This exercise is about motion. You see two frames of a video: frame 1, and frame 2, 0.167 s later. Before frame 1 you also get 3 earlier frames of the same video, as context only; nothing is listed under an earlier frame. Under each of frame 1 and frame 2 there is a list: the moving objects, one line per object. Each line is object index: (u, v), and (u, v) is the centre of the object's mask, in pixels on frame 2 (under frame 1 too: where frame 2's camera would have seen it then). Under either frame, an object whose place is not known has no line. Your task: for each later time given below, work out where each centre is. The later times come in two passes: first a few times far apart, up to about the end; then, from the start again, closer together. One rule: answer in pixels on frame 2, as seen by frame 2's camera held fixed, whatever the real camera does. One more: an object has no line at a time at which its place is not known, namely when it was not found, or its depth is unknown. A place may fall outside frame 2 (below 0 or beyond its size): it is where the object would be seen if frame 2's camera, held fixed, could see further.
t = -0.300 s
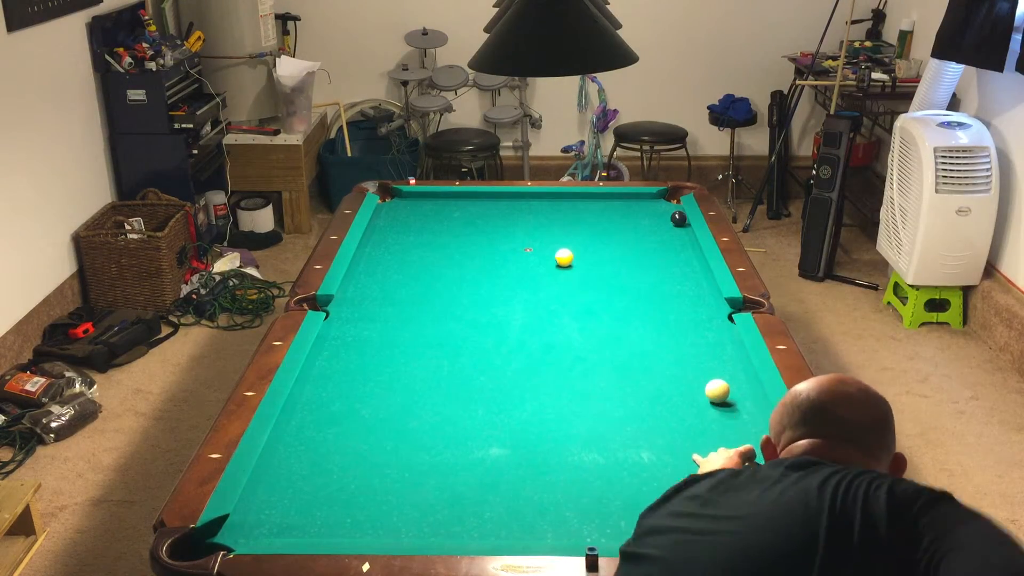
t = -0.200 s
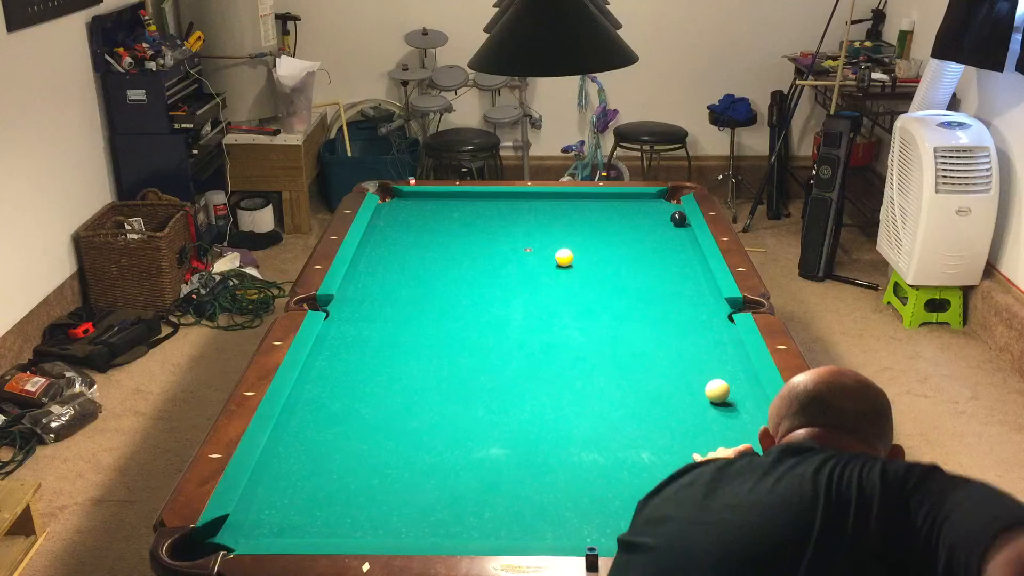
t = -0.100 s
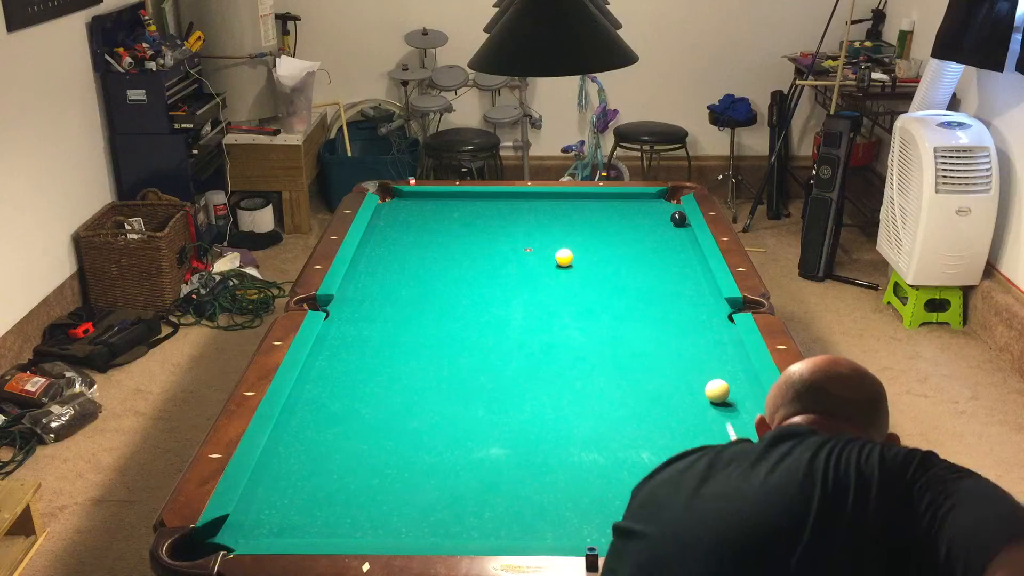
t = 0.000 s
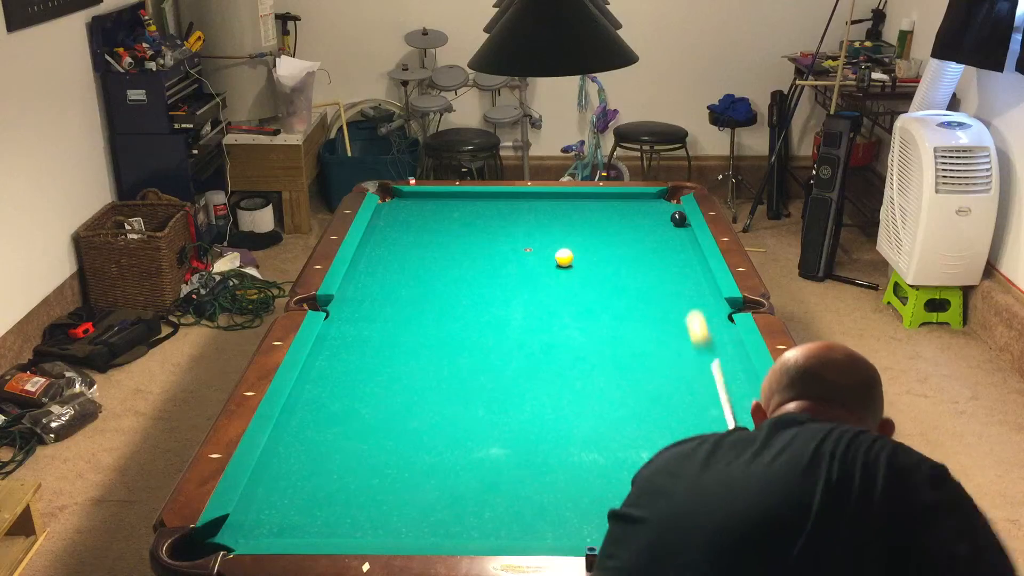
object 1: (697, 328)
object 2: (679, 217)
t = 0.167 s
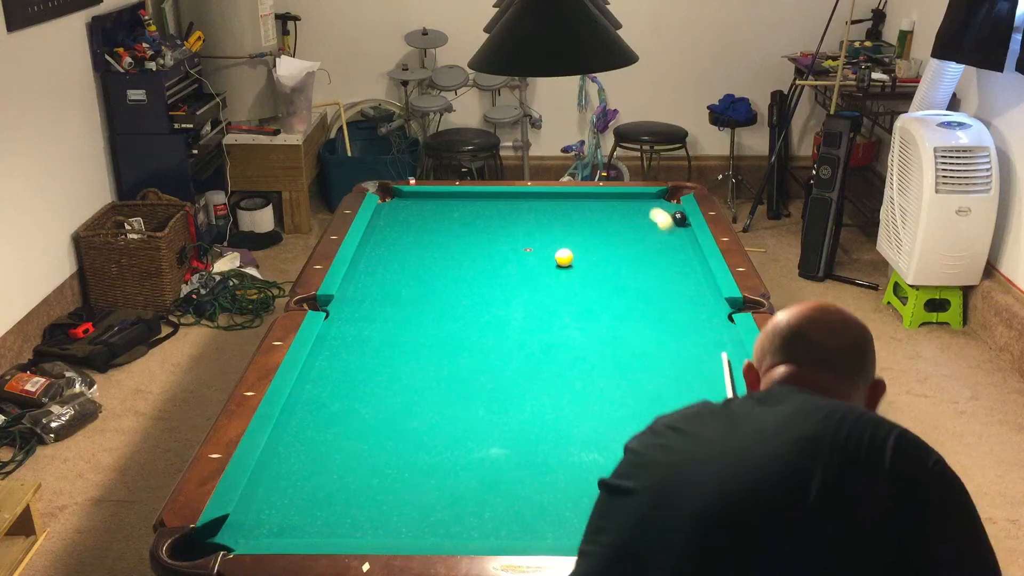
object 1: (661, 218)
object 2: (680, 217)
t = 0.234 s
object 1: (625, 196)
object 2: (663, 216)
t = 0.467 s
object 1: (579, 244)
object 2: (632, 211)
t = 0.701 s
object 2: (617, 207)
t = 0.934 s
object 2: (603, 202)
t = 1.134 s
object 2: (592, 198)
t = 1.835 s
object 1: (441, 328)
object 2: (564, 199)
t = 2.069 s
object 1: (417, 344)
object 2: (558, 200)
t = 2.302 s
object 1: (392, 360)
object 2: (553, 201)
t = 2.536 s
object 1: (367, 376)
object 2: (547, 202)
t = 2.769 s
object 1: (343, 392)
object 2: (543, 204)
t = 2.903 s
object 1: (324, 396)
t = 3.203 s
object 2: (540, 204)
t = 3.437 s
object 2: (539, 204)
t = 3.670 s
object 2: (539, 204)
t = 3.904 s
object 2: (539, 204)
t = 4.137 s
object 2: (539, 205)
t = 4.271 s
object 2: (539, 205)
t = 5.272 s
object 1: (321, 481)
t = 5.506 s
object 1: (323, 482)
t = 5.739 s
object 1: (322, 482)
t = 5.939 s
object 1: (322, 482)
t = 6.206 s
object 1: (321, 482)
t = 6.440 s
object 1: (321, 482)
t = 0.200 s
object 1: (642, 206)
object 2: (674, 216)
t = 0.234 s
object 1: (625, 196)
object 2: (663, 216)
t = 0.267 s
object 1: (622, 201)
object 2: (652, 215)
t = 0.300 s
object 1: (623, 209)
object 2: (643, 214)
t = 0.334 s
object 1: (617, 216)
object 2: (639, 213)
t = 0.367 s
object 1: (607, 223)
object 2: (638, 213)
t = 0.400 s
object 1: (597, 230)
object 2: (636, 212)
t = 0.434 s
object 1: (588, 237)
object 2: (634, 212)
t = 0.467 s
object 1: (579, 244)
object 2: (632, 211)
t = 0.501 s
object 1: (572, 249)
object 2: (630, 210)
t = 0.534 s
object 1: (569, 252)
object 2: (627, 210)
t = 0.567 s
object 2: (625, 209)
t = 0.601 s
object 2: (623, 208)
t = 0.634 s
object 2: (621, 208)
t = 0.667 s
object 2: (619, 207)
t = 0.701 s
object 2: (617, 207)
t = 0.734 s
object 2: (615, 206)
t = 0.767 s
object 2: (613, 206)
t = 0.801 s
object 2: (611, 205)
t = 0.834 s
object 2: (609, 205)
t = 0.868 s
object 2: (607, 204)
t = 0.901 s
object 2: (605, 203)
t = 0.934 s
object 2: (603, 202)
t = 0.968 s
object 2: (601, 199)
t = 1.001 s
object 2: (600, 198)
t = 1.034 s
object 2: (598, 198)
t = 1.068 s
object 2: (596, 199)
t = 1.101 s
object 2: (595, 199)
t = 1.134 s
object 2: (592, 198)
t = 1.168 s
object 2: (590, 198)
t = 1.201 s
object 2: (587, 198)
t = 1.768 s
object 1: (444, 320)
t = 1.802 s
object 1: (443, 325)
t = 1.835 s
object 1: (441, 328)
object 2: (564, 199)
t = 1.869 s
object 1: (439, 331)
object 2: (564, 199)
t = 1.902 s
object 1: (435, 333)
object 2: (563, 199)
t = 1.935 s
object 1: (432, 336)
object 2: (562, 199)
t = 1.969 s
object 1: (428, 338)
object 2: (561, 200)
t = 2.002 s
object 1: (424, 340)
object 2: (560, 200)
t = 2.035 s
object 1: (421, 342)
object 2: (559, 200)
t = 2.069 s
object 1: (417, 344)
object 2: (558, 200)
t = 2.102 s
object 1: (414, 347)
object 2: (557, 200)
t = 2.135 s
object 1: (410, 349)
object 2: (557, 201)
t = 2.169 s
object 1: (407, 351)
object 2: (556, 201)
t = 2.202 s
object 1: (403, 353)
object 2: (555, 201)
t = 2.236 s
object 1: (400, 356)
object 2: (554, 201)
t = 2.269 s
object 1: (396, 358)
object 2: (553, 201)
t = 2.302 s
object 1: (392, 360)
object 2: (553, 201)
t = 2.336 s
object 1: (389, 363)
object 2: (552, 202)
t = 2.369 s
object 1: (385, 365)
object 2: (551, 202)
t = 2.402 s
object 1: (382, 367)
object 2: (550, 202)
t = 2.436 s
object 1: (378, 369)
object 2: (549, 202)
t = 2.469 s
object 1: (375, 372)
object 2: (549, 202)
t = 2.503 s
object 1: (371, 374)
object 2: (548, 202)
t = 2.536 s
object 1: (367, 376)
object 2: (547, 202)
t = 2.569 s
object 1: (364, 379)
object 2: (547, 203)
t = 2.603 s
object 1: (361, 381)
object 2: (546, 203)
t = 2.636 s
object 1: (357, 383)
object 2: (546, 203)
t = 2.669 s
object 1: (353, 385)
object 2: (545, 203)
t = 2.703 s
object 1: (350, 388)
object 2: (545, 203)
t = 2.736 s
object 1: (346, 390)
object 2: (544, 203)
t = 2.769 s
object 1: (343, 392)
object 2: (543, 204)
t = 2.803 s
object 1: (339, 394)
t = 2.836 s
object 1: (336, 397)
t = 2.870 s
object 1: (332, 399)
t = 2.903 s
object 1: (324, 396)
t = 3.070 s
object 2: (541, 204)
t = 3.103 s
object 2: (540, 204)
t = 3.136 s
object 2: (540, 204)
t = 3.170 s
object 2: (540, 204)
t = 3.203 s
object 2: (540, 204)
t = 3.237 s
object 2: (540, 204)
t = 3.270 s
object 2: (540, 204)
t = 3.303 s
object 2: (539, 204)
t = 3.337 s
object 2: (539, 204)
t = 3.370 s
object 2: (539, 204)
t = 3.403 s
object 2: (539, 204)
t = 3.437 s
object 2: (539, 204)
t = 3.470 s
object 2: (539, 204)
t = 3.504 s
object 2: (539, 204)
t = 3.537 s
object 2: (539, 204)
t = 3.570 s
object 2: (539, 204)
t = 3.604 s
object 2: (539, 204)
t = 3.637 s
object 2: (539, 204)
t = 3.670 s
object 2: (539, 204)
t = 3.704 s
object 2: (539, 204)
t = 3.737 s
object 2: (539, 205)
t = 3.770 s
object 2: (539, 205)
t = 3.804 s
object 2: (539, 204)
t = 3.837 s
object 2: (539, 204)
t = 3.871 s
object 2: (539, 204)
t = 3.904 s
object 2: (539, 204)
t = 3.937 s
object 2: (539, 205)
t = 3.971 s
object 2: (539, 205)
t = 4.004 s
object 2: (539, 205)
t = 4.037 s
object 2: (539, 205)
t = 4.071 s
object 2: (539, 205)
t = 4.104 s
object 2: (539, 205)
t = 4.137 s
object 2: (539, 205)
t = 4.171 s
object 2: (539, 205)
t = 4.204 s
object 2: (539, 205)
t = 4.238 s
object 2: (539, 205)
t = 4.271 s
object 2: (539, 205)
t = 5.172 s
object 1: (321, 479)
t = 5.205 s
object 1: (319, 481)
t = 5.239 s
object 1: (320, 481)
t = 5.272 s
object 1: (321, 481)
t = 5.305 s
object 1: (321, 481)
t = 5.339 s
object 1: (321, 481)
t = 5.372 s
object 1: (322, 481)
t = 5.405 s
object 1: (322, 481)
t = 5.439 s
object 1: (322, 481)
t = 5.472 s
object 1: (323, 482)
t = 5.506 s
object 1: (323, 482)
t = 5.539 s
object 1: (323, 482)
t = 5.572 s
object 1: (323, 482)
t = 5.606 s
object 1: (323, 482)
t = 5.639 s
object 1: (323, 482)
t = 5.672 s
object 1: (323, 482)
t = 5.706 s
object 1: (322, 482)
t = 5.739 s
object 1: (322, 482)
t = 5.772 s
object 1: (322, 482)
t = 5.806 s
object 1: (322, 482)
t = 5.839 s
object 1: (322, 482)
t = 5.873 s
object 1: (322, 482)
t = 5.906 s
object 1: (322, 482)
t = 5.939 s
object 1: (322, 482)
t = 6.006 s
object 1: (322, 482)
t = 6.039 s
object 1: (322, 482)
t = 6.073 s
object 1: (322, 482)
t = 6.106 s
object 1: (321, 482)
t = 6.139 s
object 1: (321, 482)
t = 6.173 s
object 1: (321, 482)
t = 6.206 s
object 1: (321, 482)
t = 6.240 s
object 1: (321, 482)
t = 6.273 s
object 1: (321, 482)
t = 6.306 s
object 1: (321, 482)
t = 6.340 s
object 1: (321, 482)
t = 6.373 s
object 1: (321, 482)
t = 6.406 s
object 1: (321, 482)
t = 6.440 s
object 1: (321, 482)
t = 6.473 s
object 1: (321, 482)
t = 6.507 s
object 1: (321, 482)
